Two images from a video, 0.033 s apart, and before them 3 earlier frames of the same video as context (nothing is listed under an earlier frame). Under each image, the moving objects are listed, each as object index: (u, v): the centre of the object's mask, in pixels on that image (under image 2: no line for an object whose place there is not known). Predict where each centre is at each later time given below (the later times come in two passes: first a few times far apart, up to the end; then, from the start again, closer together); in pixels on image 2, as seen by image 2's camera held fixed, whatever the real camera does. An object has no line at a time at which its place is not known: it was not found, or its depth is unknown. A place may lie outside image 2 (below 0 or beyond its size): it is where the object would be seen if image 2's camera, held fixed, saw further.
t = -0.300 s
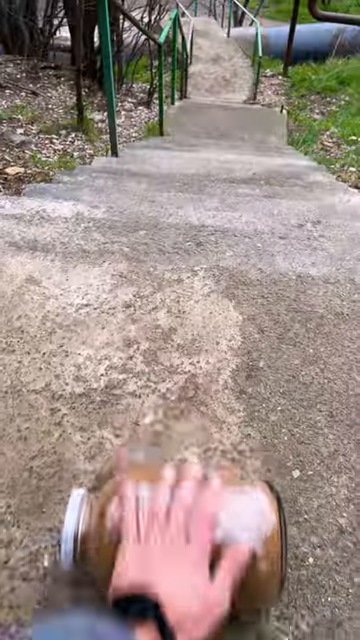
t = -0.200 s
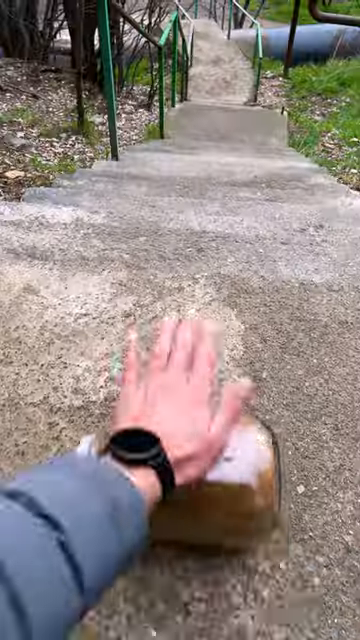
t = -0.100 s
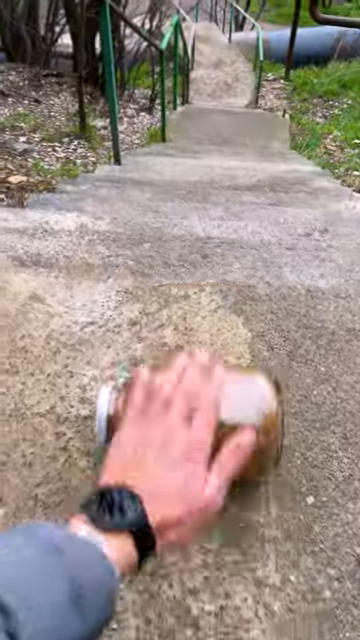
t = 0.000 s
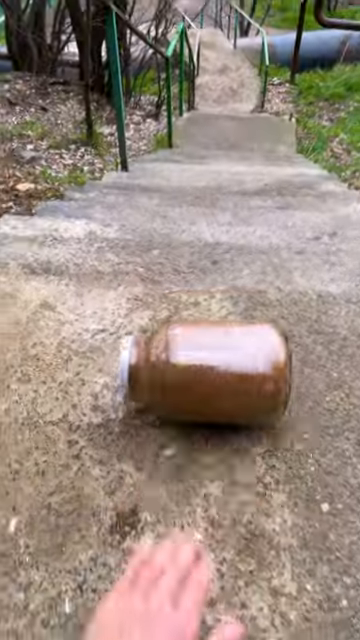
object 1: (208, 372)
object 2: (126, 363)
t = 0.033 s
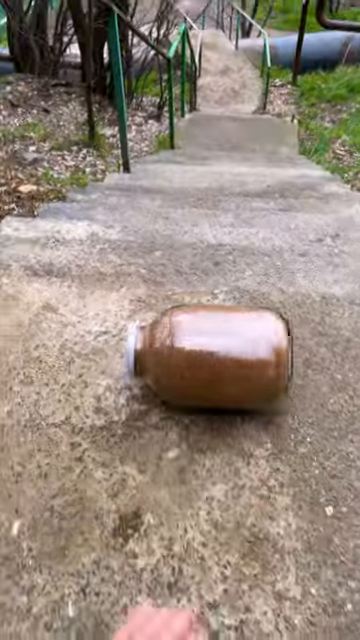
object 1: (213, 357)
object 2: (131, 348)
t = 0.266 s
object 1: (213, 265)
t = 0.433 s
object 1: (209, 254)
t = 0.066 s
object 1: (213, 342)
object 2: (133, 334)
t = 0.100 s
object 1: (212, 328)
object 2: (134, 321)
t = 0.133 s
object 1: (213, 315)
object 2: (137, 308)
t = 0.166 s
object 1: (212, 300)
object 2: (139, 295)
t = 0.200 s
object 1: (213, 288)
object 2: (140, 282)
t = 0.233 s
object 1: (213, 276)
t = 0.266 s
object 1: (213, 265)
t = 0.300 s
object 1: (213, 255)
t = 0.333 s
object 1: (213, 247)
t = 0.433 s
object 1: (209, 254)
